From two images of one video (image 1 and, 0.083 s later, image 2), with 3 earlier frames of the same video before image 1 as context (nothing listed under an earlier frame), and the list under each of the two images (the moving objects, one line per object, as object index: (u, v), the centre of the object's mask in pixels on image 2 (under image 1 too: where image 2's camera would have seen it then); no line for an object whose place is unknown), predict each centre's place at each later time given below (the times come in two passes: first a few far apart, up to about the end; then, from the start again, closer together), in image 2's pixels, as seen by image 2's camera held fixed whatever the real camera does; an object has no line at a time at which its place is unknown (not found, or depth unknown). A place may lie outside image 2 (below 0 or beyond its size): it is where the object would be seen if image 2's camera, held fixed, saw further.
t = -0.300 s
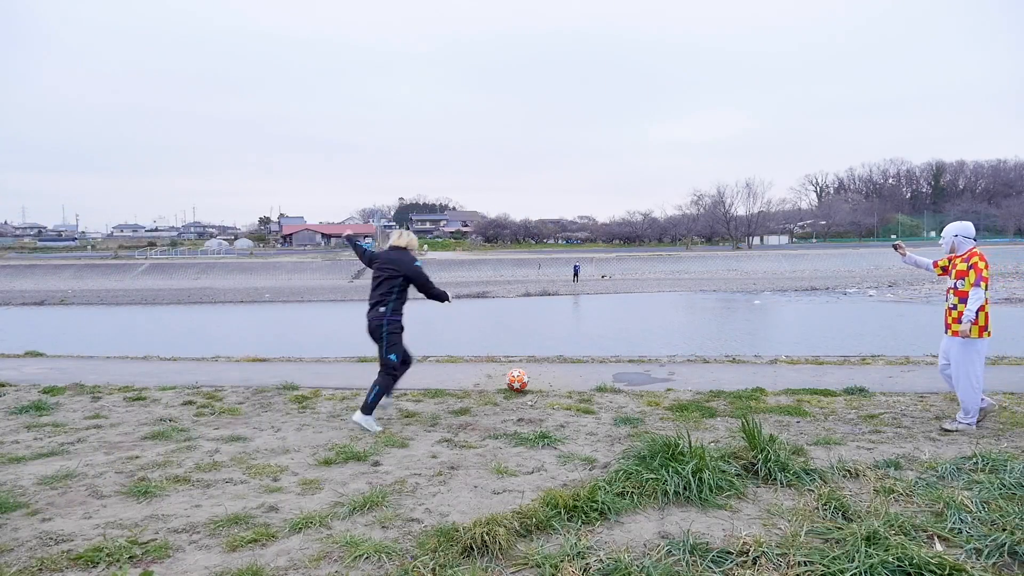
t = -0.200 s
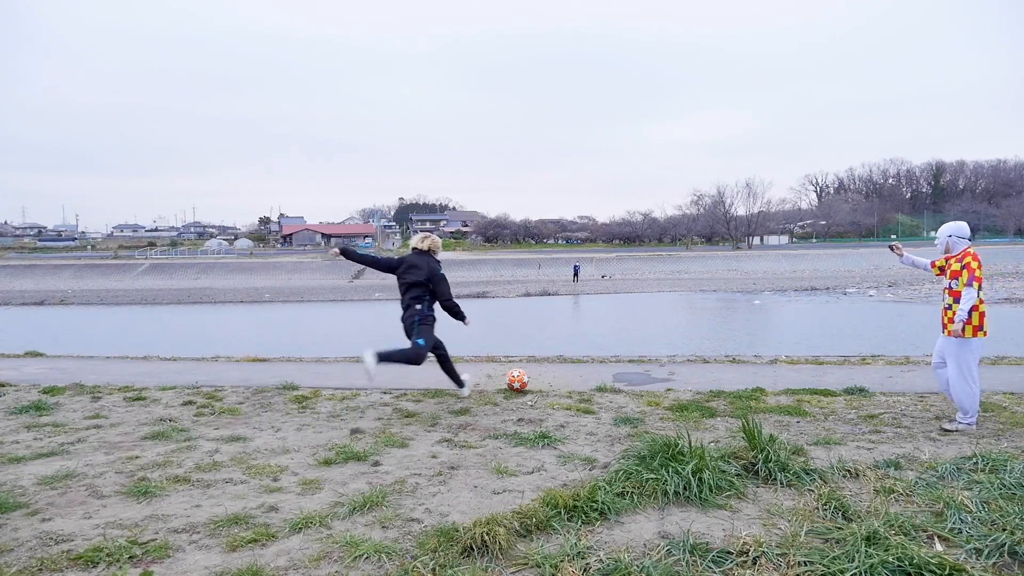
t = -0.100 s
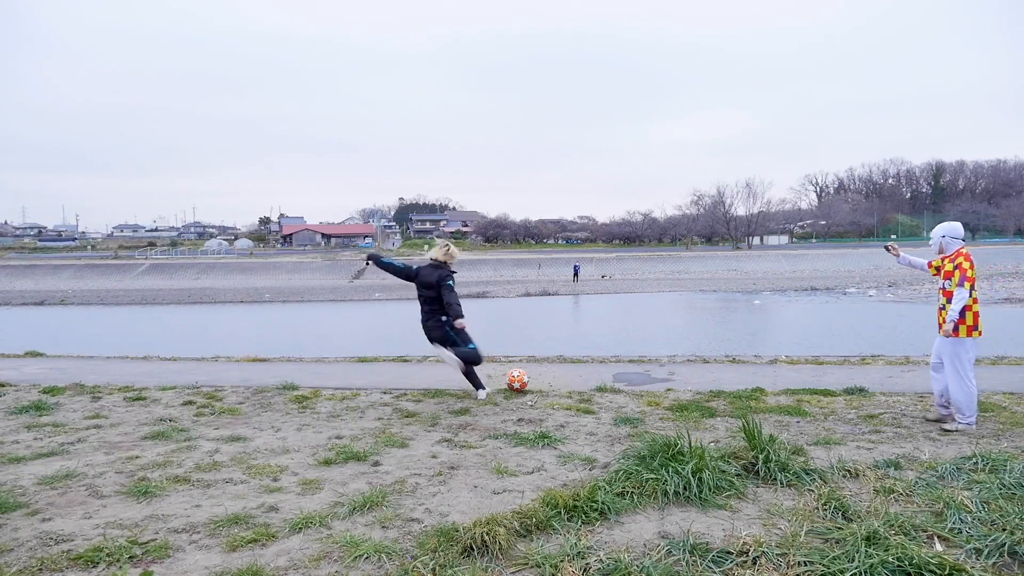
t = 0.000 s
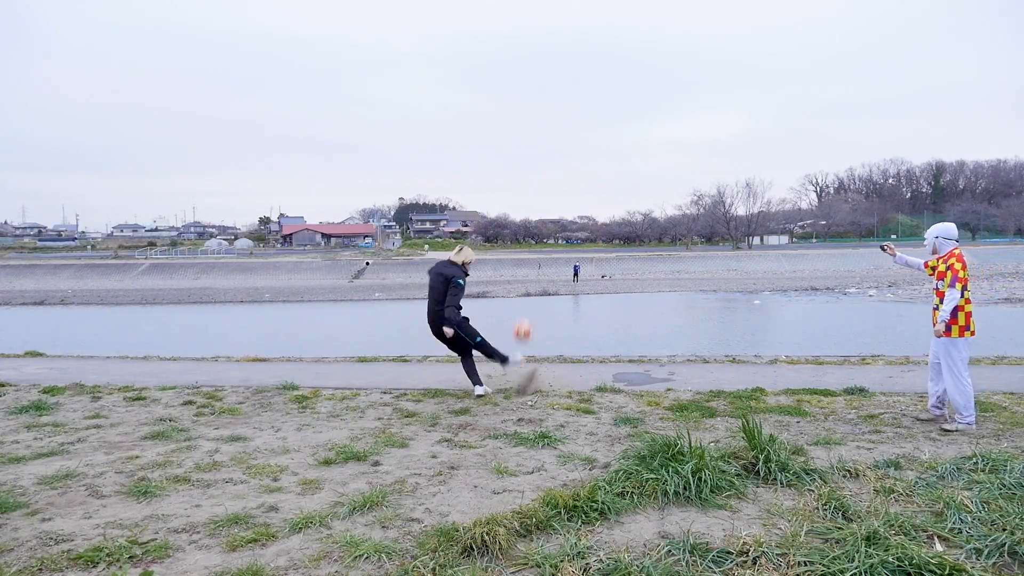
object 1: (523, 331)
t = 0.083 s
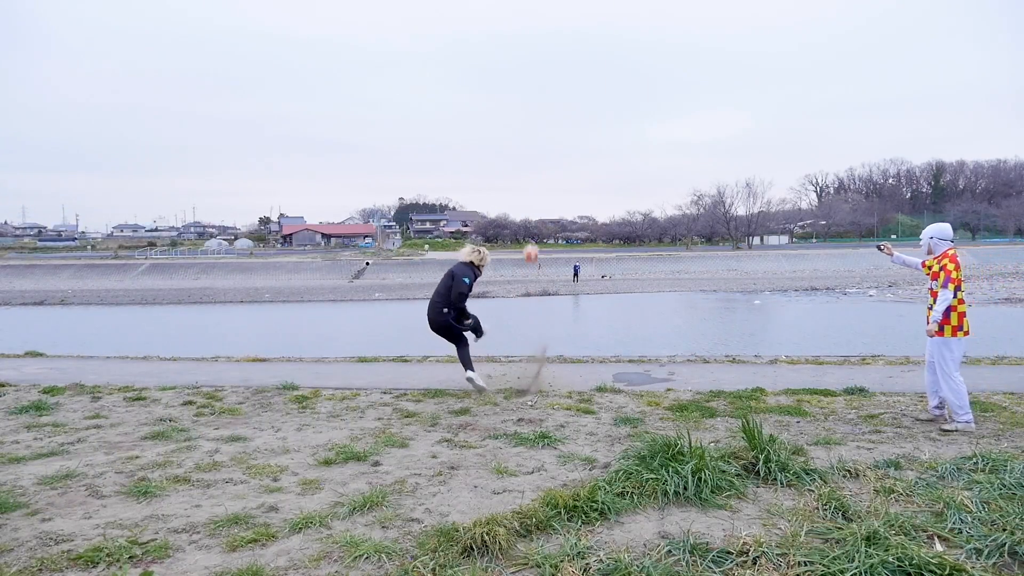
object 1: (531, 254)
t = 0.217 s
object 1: (538, 181)
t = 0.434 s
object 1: (544, 122)
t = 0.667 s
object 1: (547, 93)
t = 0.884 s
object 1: (549, 82)
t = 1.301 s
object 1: (550, 85)
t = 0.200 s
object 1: (537, 188)
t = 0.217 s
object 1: (538, 181)
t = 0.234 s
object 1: (538, 175)
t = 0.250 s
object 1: (539, 169)
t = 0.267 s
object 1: (540, 163)
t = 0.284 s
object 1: (540, 158)
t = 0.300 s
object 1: (541, 153)
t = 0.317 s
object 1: (542, 148)
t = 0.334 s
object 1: (542, 144)
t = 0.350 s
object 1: (542, 140)
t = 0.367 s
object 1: (543, 136)
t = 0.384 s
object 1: (543, 132)
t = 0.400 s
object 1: (543, 128)
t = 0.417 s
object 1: (544, 125)
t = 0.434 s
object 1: (544, 122)
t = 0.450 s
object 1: (544, 119)
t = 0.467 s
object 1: (545, 116)
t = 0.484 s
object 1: (545, 114)
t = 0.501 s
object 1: (545, 111)
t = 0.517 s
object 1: (545, 109)
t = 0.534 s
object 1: (546, 107)
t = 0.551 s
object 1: (546, 105)
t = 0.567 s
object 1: (546, 103)
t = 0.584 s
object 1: (546, 101)
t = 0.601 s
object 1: (546, 99)
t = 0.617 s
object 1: (547, 98)
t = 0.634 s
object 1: (547, 96)
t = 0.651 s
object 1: (547, 95)
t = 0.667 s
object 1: (547, 93)
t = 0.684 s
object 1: (547, 92)
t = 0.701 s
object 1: (548, 91)
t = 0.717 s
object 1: (548, 90)
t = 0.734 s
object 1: (548, 89)
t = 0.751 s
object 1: (548, 88)
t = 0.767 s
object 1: (548, 87)
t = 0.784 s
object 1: (548, 86)
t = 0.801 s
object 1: (548, 85)
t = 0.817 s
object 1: (548, 84)
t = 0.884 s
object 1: (549, 82)
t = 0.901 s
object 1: (549, 82)
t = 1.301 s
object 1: (550, 85)
